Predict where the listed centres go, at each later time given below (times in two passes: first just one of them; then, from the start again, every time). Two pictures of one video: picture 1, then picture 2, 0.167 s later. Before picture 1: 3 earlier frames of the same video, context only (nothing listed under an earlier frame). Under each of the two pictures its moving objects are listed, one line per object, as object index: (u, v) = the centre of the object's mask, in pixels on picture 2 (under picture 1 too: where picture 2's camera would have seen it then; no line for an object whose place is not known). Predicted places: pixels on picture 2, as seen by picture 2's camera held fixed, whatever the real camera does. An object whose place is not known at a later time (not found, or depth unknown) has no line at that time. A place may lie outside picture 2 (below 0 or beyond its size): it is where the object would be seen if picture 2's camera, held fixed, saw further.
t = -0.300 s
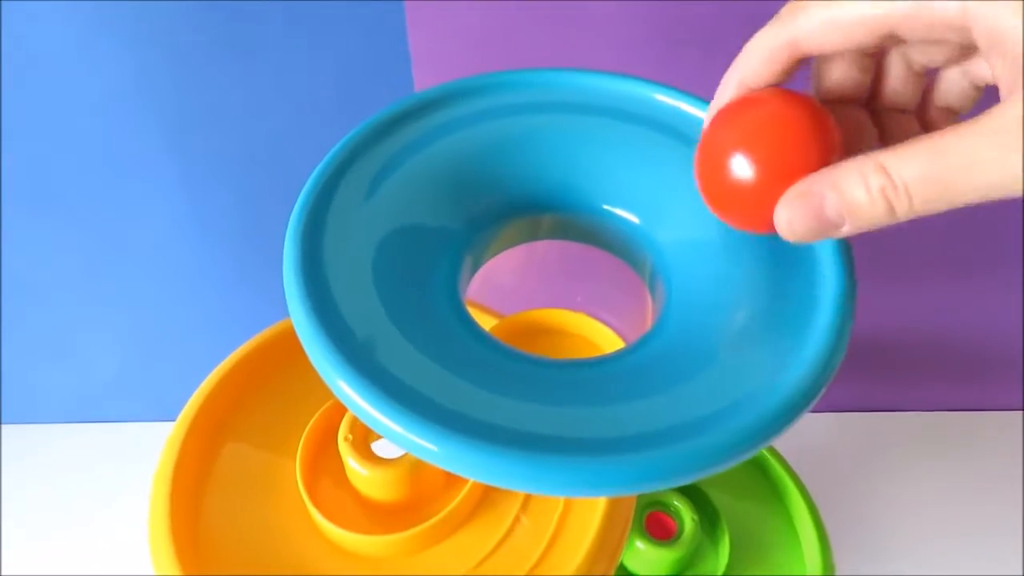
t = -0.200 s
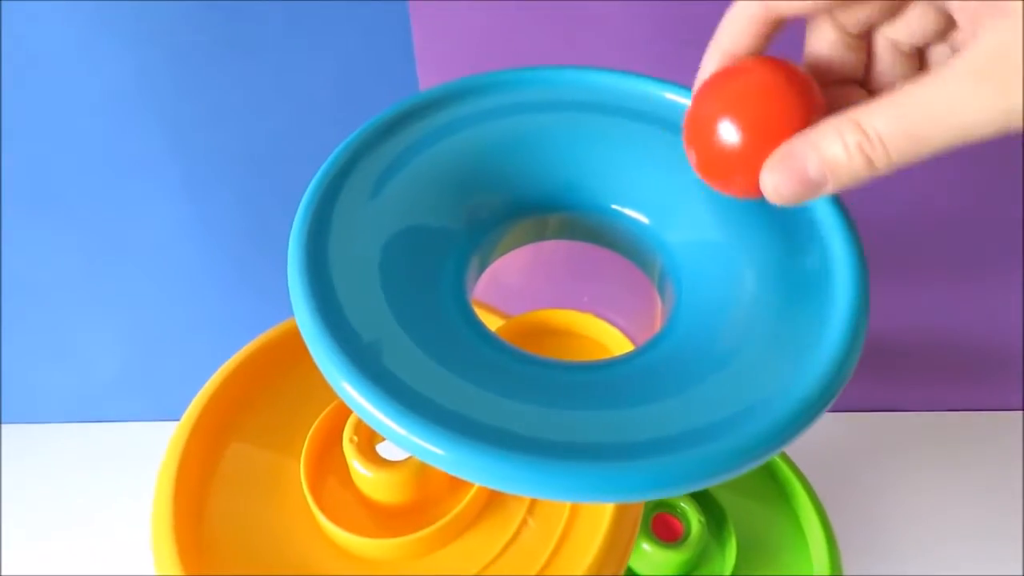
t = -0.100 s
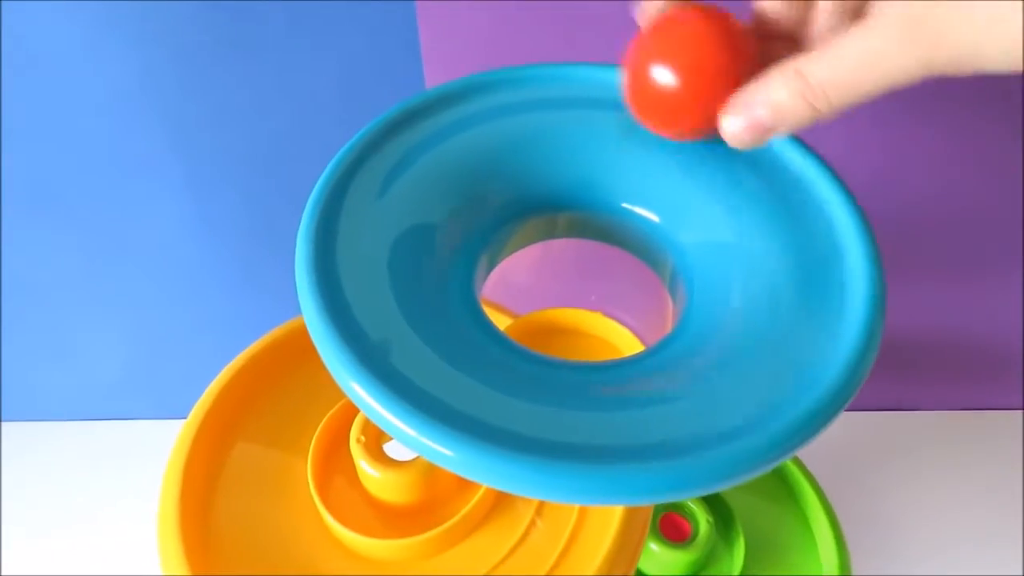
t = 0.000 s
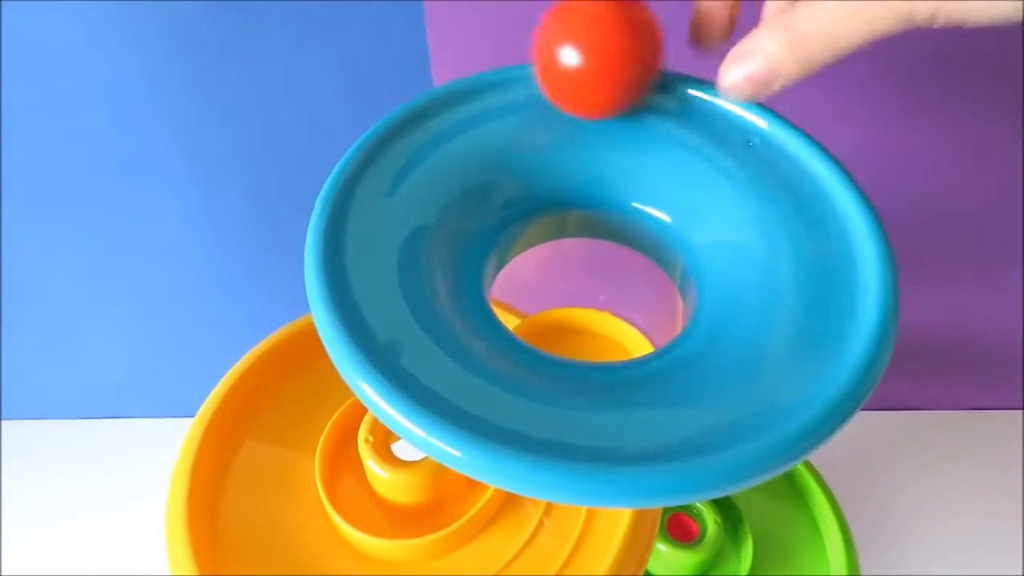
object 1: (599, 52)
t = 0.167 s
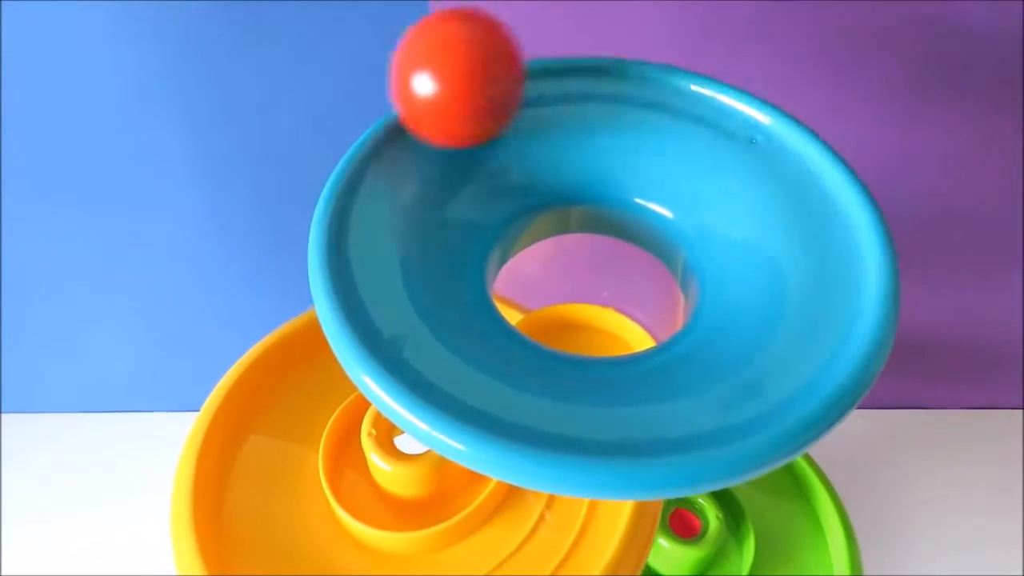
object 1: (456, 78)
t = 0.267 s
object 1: (395, 128)
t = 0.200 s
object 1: (433, 92)
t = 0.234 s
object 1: (412, 107)
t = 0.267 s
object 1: (395, 128)
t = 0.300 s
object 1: (382, 151)
